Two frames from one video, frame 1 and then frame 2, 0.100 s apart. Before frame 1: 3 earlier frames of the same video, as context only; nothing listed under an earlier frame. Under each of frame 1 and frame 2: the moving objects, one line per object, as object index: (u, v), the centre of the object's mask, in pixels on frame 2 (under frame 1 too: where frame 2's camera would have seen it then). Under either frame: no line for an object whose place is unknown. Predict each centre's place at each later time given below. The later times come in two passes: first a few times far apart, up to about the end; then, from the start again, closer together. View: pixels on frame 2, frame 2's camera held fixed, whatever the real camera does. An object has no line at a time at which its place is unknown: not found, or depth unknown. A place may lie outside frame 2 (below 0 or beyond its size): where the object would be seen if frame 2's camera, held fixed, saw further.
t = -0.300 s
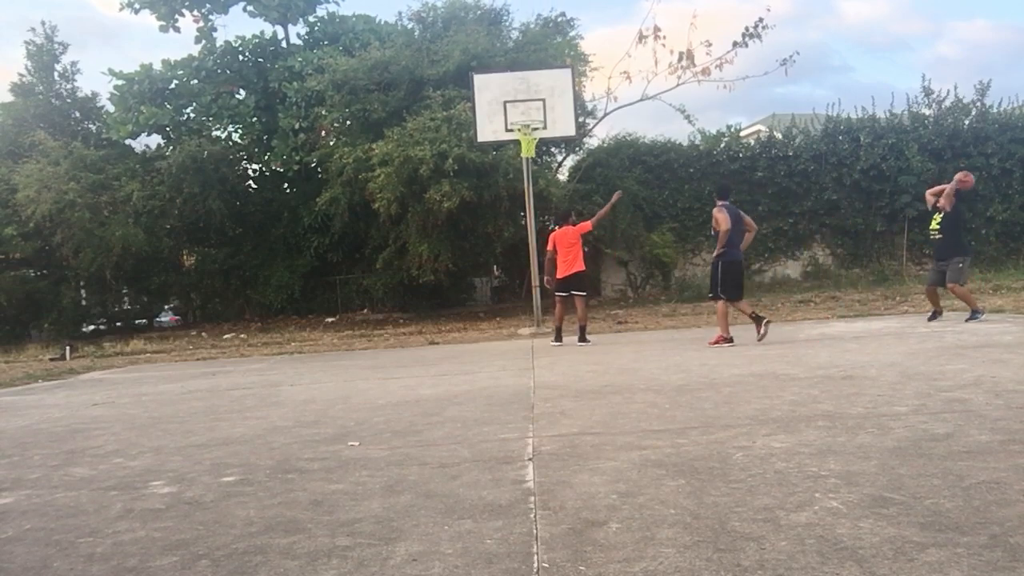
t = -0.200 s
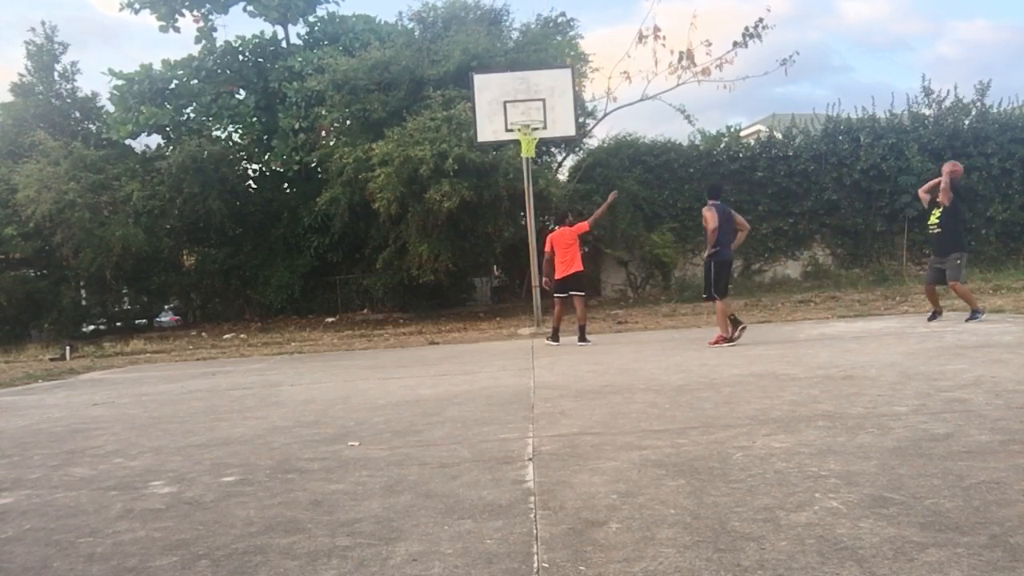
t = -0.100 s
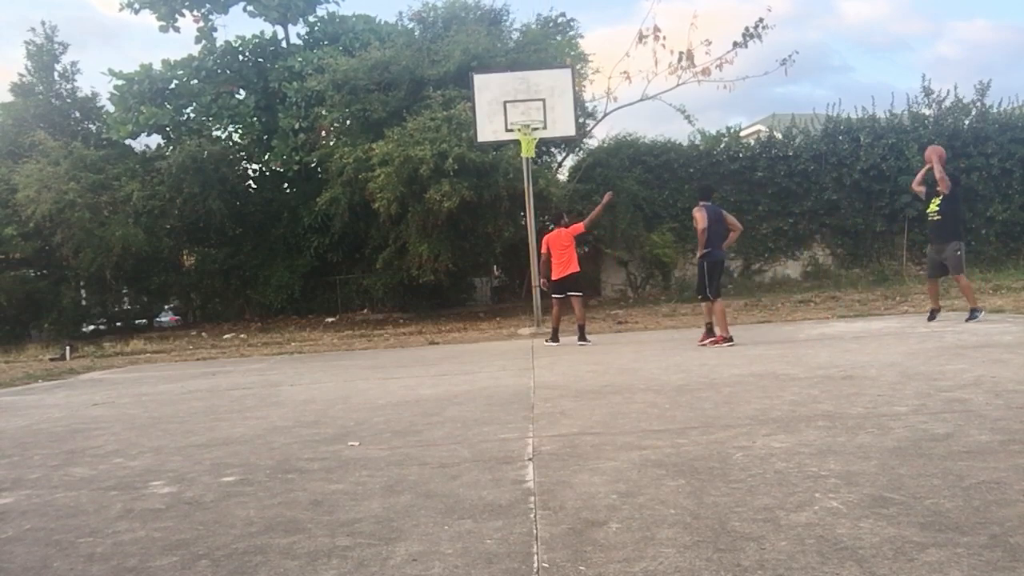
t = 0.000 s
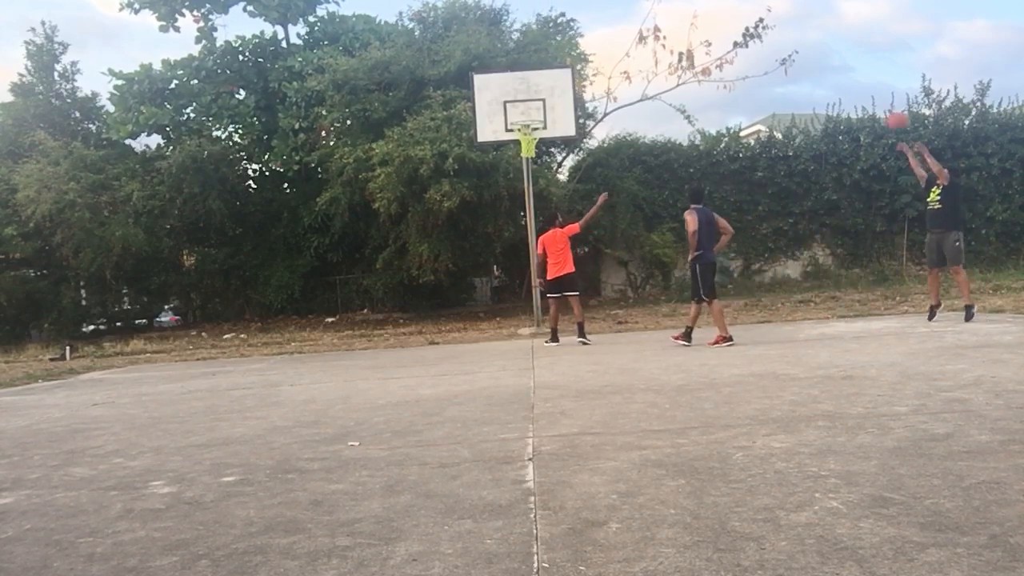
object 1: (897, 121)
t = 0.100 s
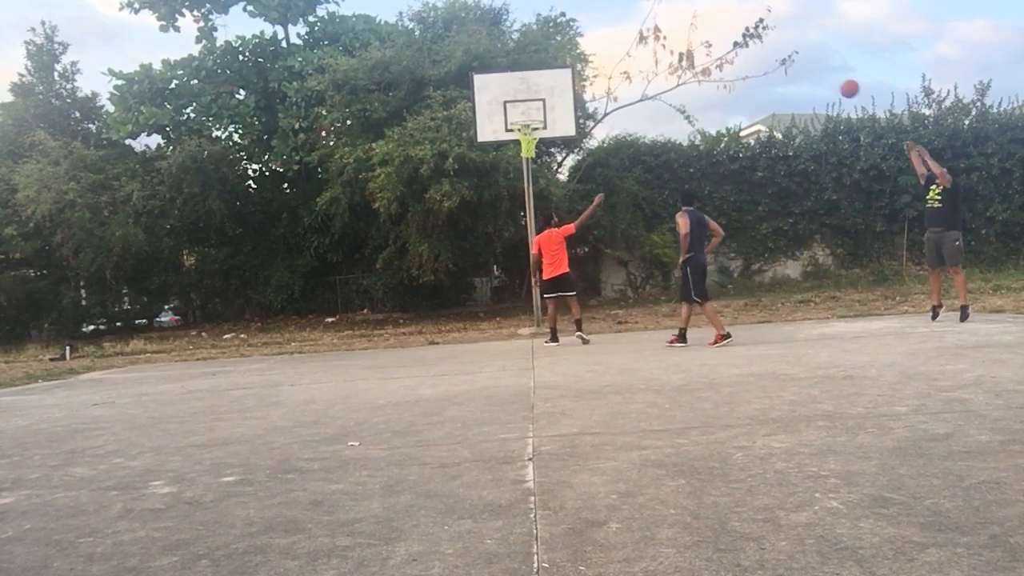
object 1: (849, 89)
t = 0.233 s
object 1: (789, 59)
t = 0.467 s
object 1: (692, 41)
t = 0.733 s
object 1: (592, 67)
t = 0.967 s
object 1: (519, 112)
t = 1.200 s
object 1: (486, 90)
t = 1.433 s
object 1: (452, 107)
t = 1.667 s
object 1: (414, 169)
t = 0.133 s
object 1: (834, 79)
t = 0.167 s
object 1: (819, 72)
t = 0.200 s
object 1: (804, 65)
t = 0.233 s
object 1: (789, 59)
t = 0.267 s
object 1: (775, 53)
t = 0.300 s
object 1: (761, 49)
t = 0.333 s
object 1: (747, 46)
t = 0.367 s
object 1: (733, 43)
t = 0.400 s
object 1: (719, 42)
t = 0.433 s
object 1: (706, 41)
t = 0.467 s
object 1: (692, 41)
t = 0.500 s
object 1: (679, 41)
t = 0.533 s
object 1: (665, 43)
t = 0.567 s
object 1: (653, 45)
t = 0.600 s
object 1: (641, 47)
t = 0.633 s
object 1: (629, 51)
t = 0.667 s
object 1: (616, 56)
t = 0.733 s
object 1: (592, 67)
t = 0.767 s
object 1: (581, 73)
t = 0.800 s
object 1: (568, 81)
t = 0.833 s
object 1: (558, 89)
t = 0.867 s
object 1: (546, 97)
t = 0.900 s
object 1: (535, 107)
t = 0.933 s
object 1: (524, 115)
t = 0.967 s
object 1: (519, 112)
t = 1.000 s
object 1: (515, 107)
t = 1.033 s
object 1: (511, 102)
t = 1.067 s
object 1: (506, 98)
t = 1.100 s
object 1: (501, 95)
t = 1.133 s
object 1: (497, 92)
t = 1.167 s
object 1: (492, 91)
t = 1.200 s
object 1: (486, 90)
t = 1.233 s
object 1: (482, 90)
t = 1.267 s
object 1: (477, 90)
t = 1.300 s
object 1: (472, 92)
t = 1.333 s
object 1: (467, 94)
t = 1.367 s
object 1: (462, 98)
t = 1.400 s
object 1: (457, 101)
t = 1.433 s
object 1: (452, 107)
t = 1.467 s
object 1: (447, 112)
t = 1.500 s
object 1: (441, 119)
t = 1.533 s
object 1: (436, 127)
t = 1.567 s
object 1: (431, 136)
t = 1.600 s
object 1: (425, 146)
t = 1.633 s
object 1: (419, 157)
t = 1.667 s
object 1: (414, 169)
